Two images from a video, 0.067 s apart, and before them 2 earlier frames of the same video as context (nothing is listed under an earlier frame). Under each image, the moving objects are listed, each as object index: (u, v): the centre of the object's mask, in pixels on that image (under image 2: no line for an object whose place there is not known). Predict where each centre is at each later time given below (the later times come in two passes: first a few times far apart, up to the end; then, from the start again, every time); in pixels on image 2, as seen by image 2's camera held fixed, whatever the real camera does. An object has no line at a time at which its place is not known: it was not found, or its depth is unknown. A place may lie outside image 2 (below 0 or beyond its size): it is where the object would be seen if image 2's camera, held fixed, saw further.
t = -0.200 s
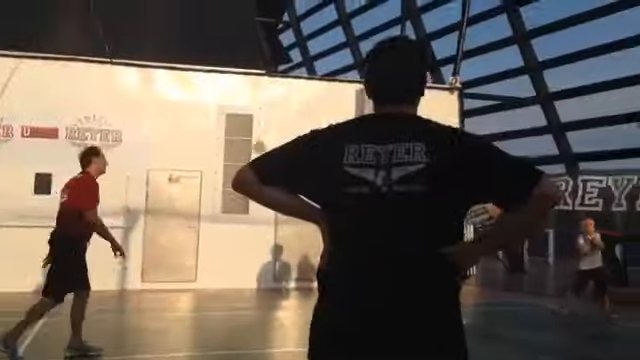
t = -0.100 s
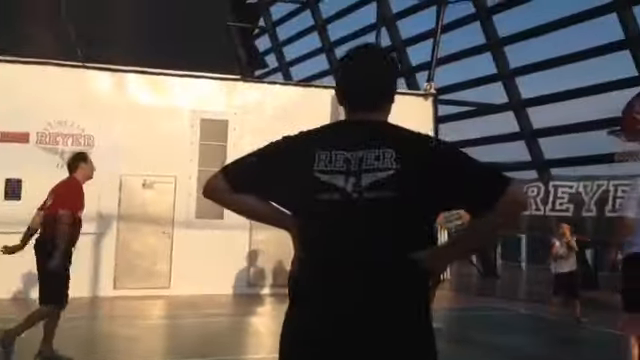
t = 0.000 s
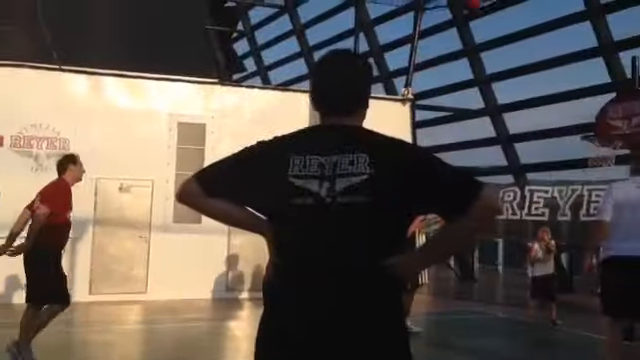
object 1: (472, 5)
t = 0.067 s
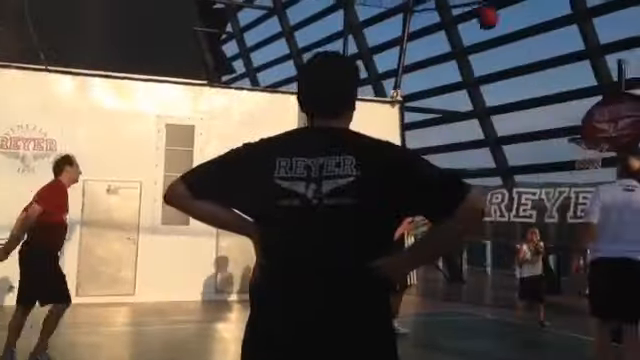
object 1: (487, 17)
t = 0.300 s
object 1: (581, 93)
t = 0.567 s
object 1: (567, 170)
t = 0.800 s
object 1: (541, 236)
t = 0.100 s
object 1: (502, 27)
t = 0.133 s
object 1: (515, 37)
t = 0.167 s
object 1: (528, 47)
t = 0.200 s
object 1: (541, 55)
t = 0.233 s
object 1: (554, 69)
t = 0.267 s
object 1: (567, 81)
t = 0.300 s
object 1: (581, 93)
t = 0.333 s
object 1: (592, 105)
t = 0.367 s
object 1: (607, 120)
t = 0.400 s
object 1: (605, 123)
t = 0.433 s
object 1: (591, 132)
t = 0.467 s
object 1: (580, 149)
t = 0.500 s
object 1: (574, 158)
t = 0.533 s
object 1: (571, 163)
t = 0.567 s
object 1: (567, 170)
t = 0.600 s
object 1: (562, 176)
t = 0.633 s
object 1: (559, 184)
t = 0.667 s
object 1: (556, 192)
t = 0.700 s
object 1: (552, 202)
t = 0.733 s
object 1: (550, 212)
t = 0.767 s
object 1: (544, 225)
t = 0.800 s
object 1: (541, 236)
